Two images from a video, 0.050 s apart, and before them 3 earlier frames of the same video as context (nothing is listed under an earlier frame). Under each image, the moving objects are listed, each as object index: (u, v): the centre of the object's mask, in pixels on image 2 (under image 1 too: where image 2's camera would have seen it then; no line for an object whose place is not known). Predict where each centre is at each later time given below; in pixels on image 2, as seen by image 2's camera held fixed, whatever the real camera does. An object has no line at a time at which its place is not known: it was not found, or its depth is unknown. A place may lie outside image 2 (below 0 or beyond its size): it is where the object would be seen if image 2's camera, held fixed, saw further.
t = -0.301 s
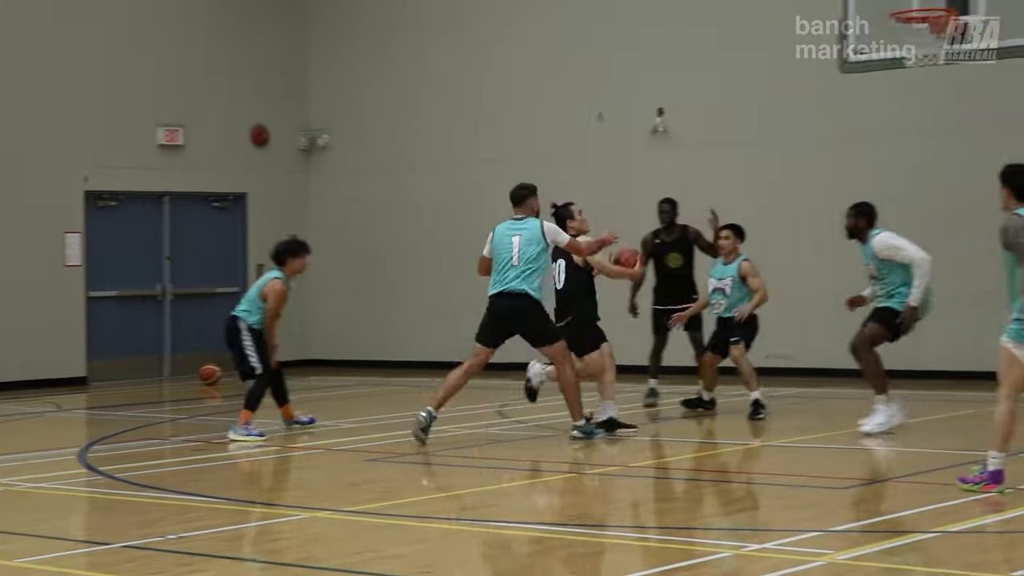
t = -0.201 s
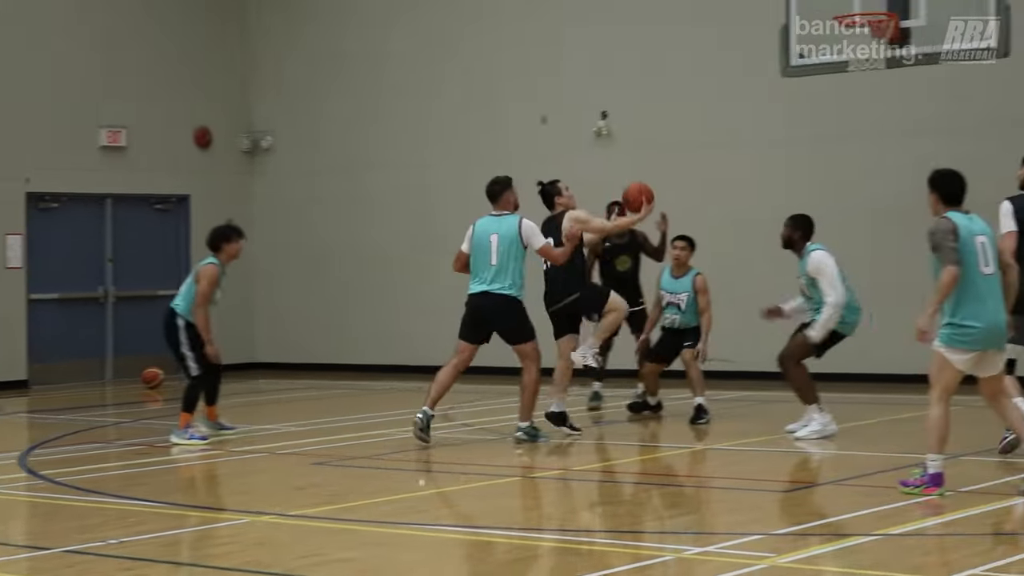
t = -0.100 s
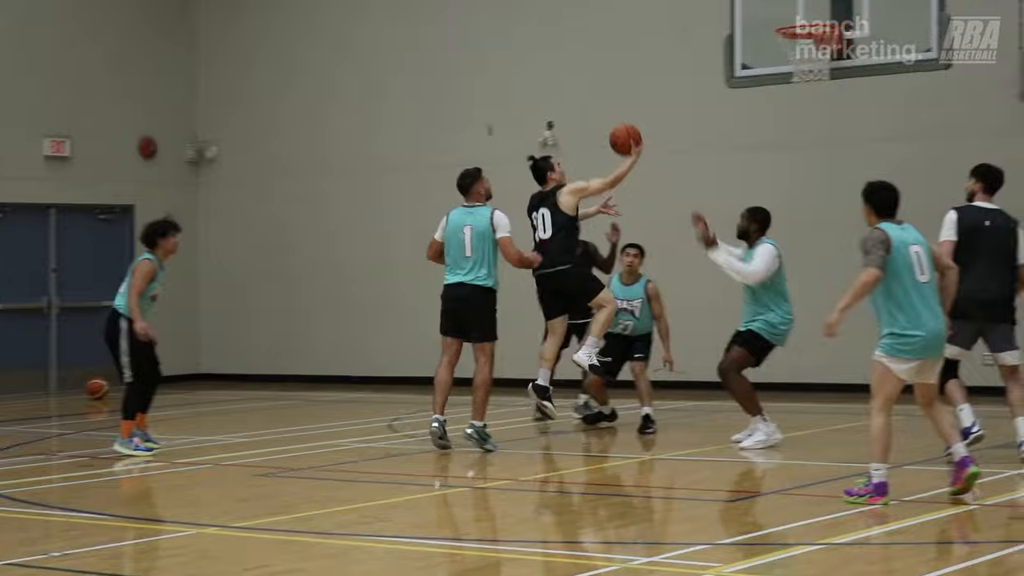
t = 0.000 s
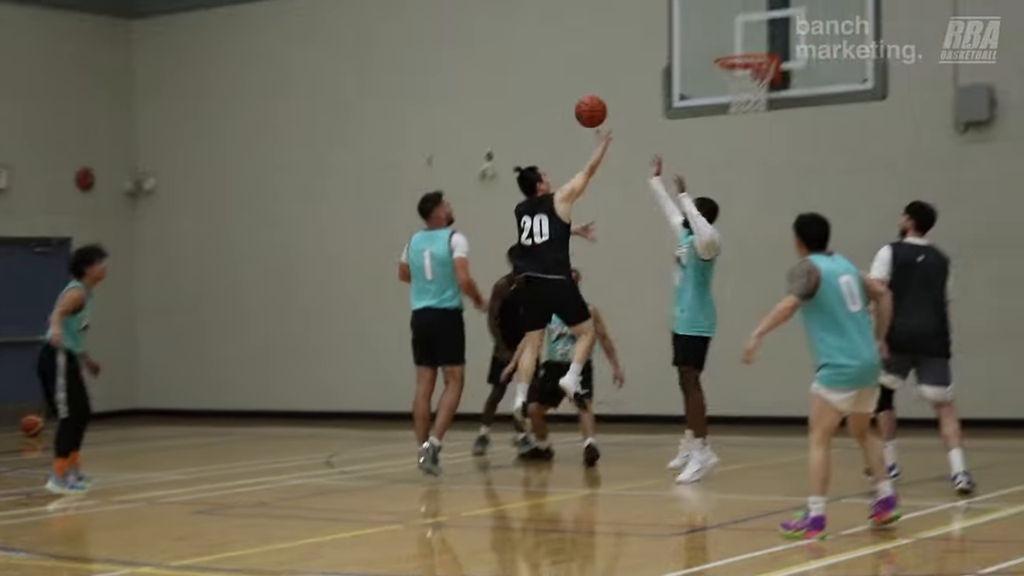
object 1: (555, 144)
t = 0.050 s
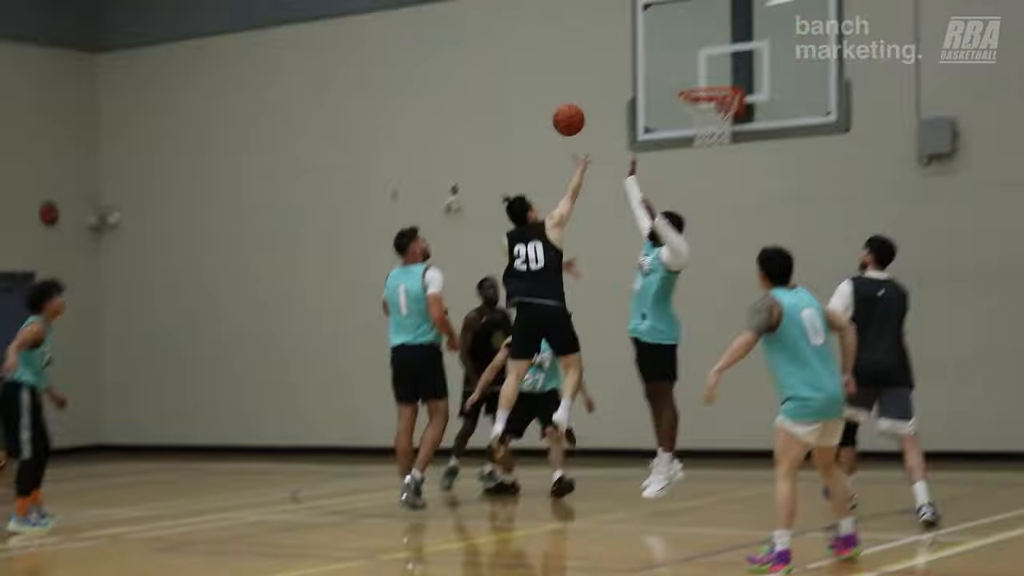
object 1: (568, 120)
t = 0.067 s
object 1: (573, 112)
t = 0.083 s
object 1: (577, 105)
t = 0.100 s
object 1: (582, 98)
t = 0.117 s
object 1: (586, 91)
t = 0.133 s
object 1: (590, 85)
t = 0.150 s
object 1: (595, 79)
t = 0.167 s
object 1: (599, 74)
